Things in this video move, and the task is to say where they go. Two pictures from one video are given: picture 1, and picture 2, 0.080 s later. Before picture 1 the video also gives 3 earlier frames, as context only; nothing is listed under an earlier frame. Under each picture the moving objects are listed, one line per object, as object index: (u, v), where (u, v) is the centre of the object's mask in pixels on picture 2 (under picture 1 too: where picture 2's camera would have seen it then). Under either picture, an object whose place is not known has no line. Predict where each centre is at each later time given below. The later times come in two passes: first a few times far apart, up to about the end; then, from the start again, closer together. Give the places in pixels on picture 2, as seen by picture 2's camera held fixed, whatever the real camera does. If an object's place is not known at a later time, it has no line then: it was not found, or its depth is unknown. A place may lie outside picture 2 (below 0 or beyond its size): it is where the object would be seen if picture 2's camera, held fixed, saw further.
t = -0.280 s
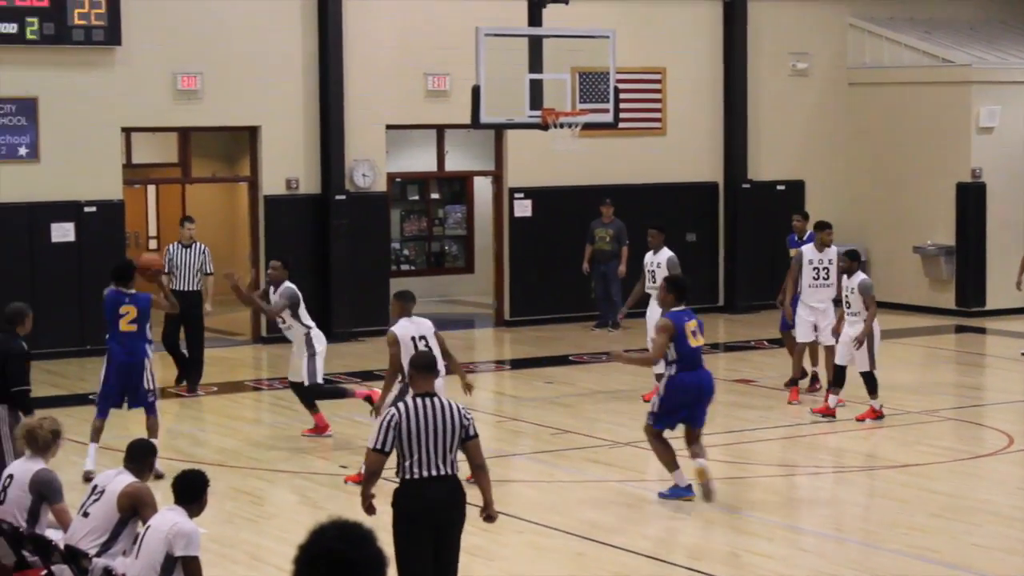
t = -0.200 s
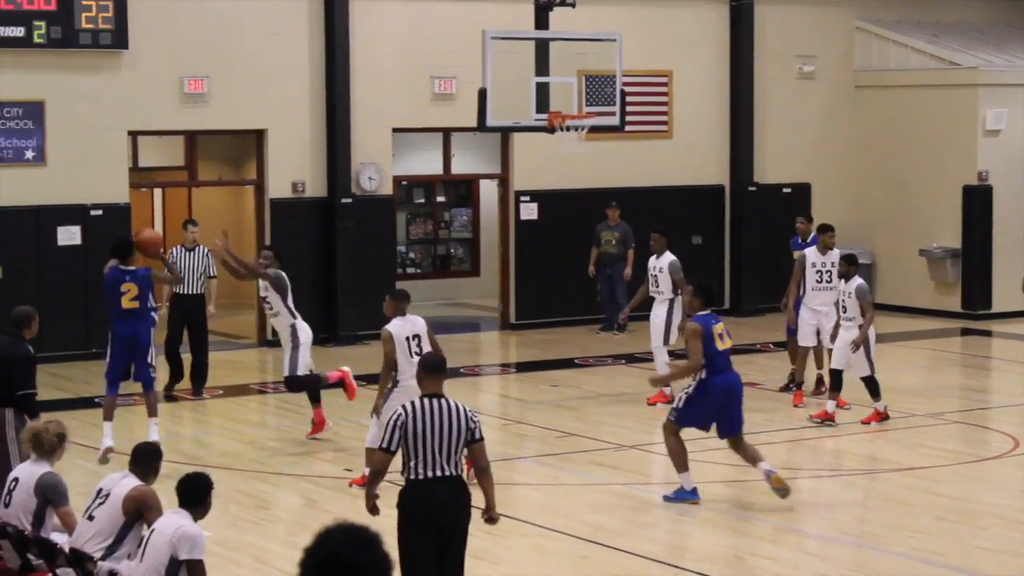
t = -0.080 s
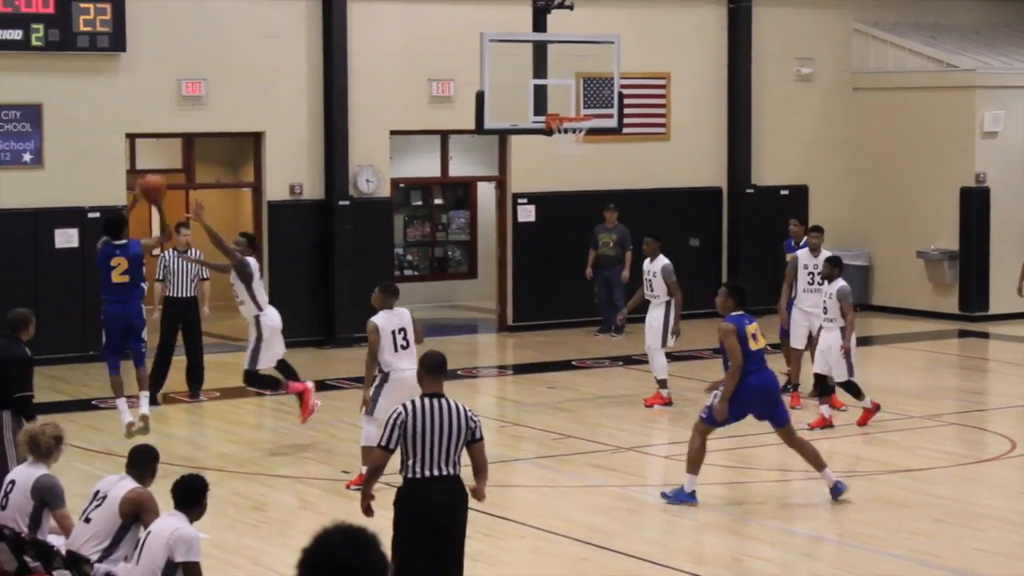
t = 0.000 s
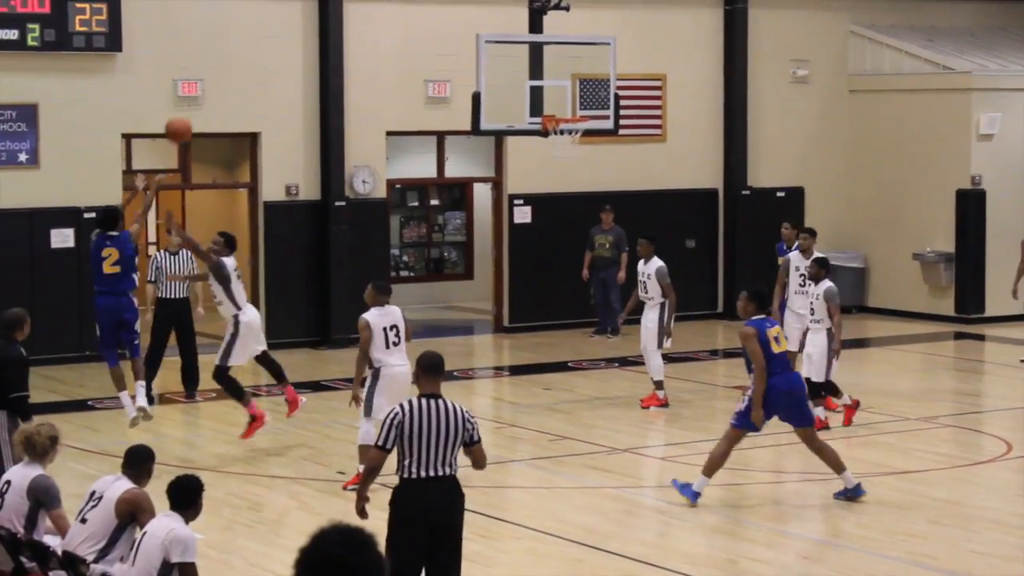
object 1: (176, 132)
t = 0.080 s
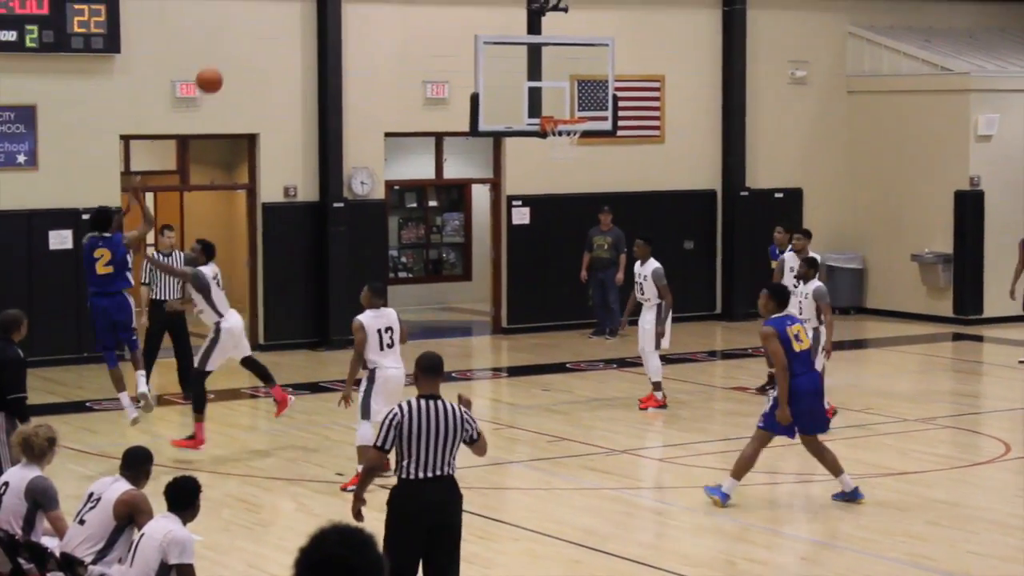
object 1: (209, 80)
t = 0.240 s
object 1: (271, 6)
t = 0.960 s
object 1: (505, 6)
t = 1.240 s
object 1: (570, 121)
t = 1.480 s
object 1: (558, 140)
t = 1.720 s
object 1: (573, 186)
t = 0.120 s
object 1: (225, 58)
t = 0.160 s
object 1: (240, 37)
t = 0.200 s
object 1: (256, 20)
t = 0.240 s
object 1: (271, 6)
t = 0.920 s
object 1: (493, 0)
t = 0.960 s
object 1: (505, 6)
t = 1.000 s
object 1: (516, 18)
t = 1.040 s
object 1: (526, 33)
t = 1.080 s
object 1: (537, 49)
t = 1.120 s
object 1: (547, 66)
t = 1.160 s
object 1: (557, 85)
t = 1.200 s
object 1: (567, 105)
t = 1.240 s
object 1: (570, 121)
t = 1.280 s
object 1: (557, 130)
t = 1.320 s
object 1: (549, 133)
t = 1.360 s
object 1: (550, 133)
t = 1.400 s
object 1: (552, 134)
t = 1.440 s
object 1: (553, 135)
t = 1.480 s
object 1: (558, 140)
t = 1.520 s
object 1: (560, 149)
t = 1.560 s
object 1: (563, 154)
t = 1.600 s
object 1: (565, 159)
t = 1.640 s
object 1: (568, 165)
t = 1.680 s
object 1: (570, 175)
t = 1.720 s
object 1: (573, 186)
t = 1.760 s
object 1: (575, 199)
